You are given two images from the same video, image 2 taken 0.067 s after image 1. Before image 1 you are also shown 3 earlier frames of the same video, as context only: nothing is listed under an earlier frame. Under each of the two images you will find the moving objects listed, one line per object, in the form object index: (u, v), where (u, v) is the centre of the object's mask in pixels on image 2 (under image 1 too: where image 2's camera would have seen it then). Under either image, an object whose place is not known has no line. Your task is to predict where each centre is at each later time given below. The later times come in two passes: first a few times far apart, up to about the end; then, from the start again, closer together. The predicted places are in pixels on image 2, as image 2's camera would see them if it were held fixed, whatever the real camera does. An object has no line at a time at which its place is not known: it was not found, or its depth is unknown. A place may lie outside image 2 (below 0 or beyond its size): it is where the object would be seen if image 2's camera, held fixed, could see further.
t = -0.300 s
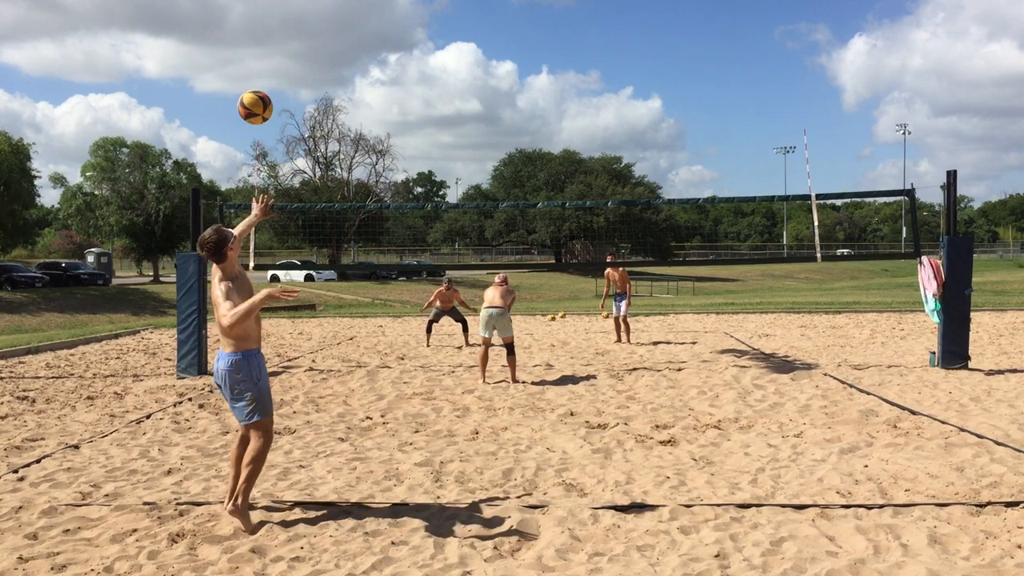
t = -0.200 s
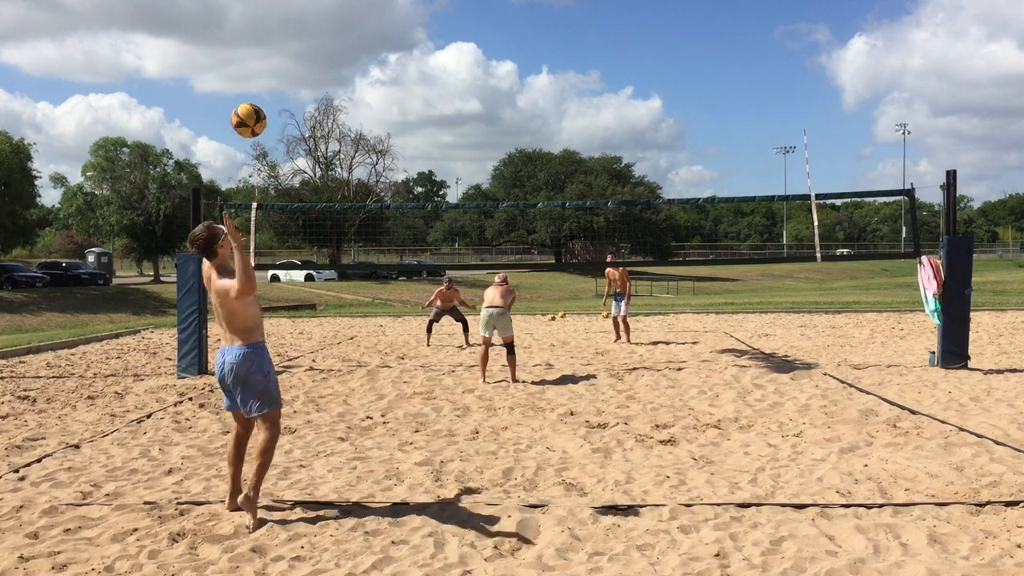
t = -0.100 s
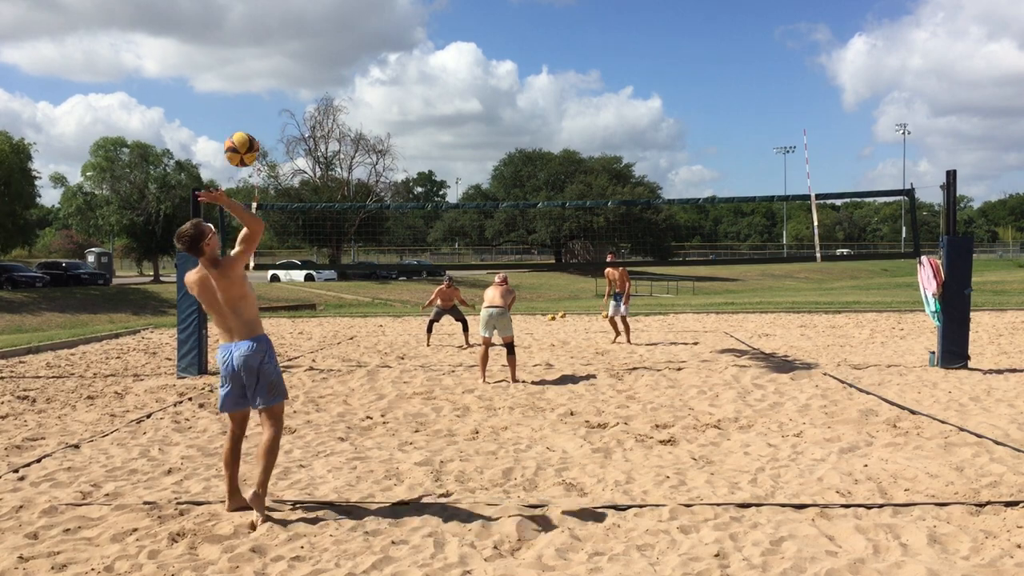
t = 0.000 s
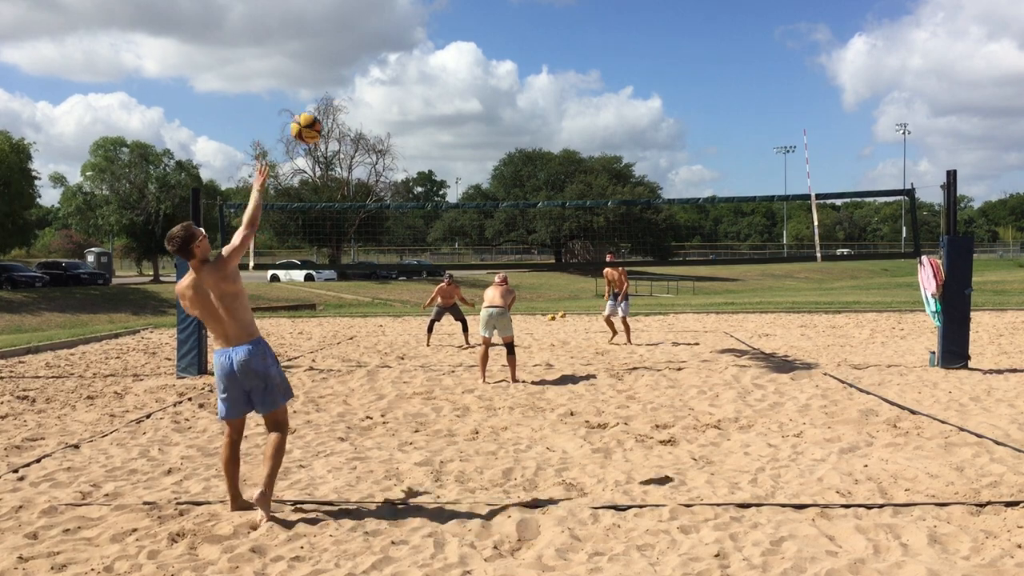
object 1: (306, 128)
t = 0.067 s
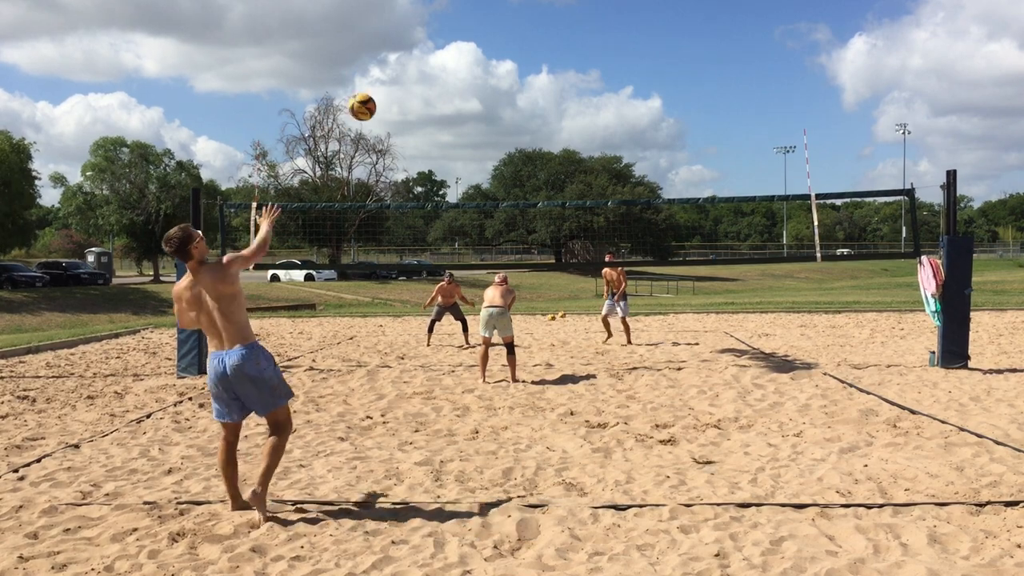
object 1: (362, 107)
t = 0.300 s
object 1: (498, 90)
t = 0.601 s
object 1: (592, 131)
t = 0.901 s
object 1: (645, 216)
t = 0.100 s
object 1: (387, 100)
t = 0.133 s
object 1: (409, 95)
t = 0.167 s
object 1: (429, 92)
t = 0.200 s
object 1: (448, 90)
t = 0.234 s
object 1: (466, 89)
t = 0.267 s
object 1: (483, 89)
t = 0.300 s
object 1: (498, 90)
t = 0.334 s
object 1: (512, 92)
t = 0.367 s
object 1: (525, 94)
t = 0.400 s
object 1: (537, 97)
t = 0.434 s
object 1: (548, 101)
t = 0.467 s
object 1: (558, 106)
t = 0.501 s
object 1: (567, 111)
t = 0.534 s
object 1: (575, 117)
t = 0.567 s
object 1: (584, 123)
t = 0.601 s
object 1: (592, 131)
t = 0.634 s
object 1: (599, 138)
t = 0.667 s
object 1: (606, 146)
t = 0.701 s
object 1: (613, 156)
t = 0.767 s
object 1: (624, 174)
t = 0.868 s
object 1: (641, 208)
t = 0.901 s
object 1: (645, 216)
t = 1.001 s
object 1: (659, 251)
